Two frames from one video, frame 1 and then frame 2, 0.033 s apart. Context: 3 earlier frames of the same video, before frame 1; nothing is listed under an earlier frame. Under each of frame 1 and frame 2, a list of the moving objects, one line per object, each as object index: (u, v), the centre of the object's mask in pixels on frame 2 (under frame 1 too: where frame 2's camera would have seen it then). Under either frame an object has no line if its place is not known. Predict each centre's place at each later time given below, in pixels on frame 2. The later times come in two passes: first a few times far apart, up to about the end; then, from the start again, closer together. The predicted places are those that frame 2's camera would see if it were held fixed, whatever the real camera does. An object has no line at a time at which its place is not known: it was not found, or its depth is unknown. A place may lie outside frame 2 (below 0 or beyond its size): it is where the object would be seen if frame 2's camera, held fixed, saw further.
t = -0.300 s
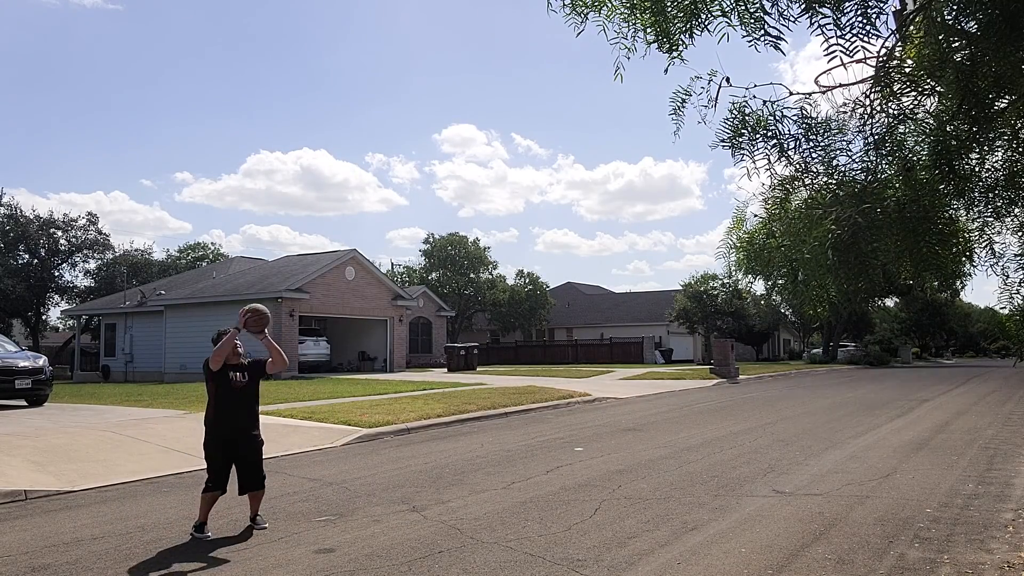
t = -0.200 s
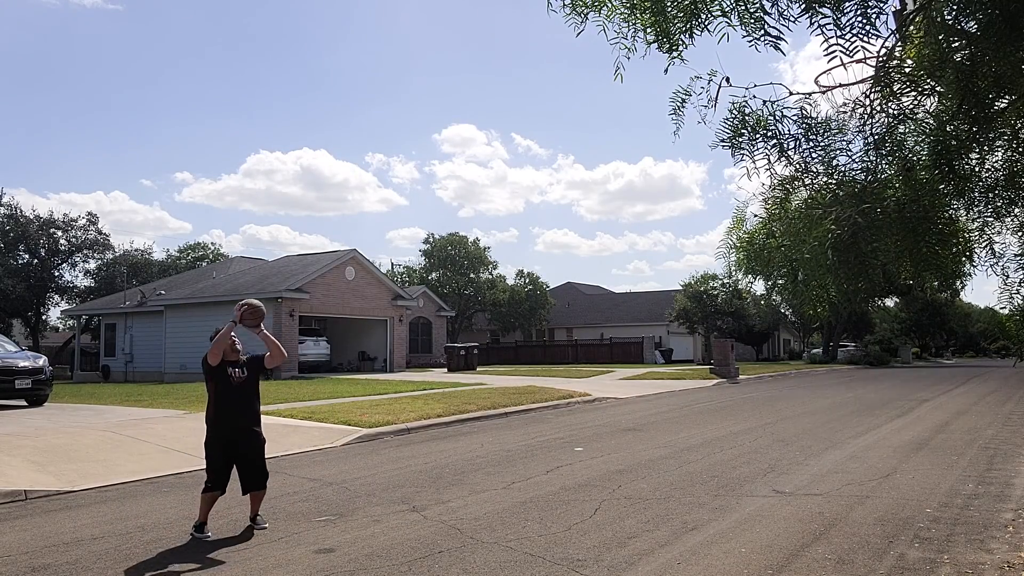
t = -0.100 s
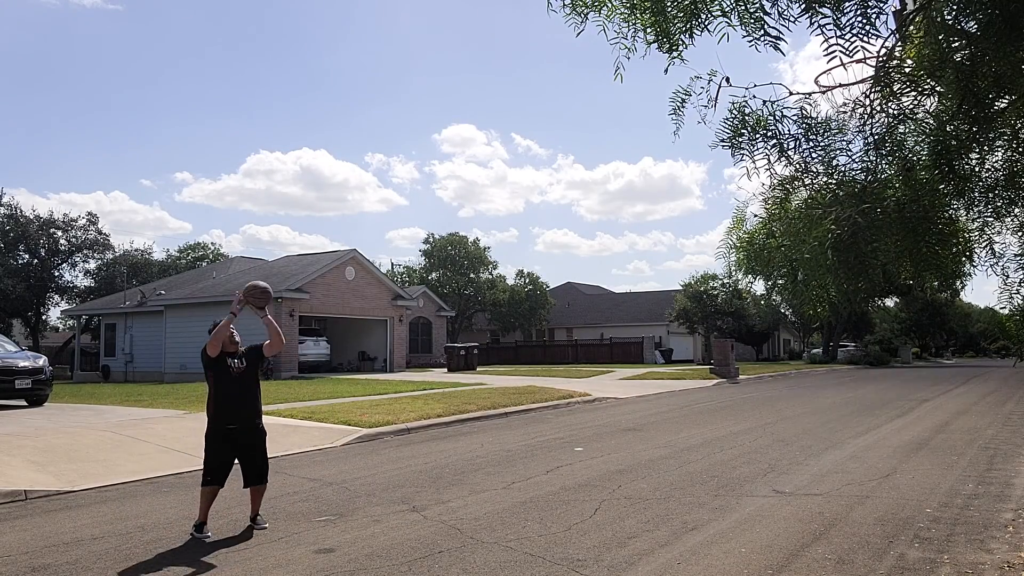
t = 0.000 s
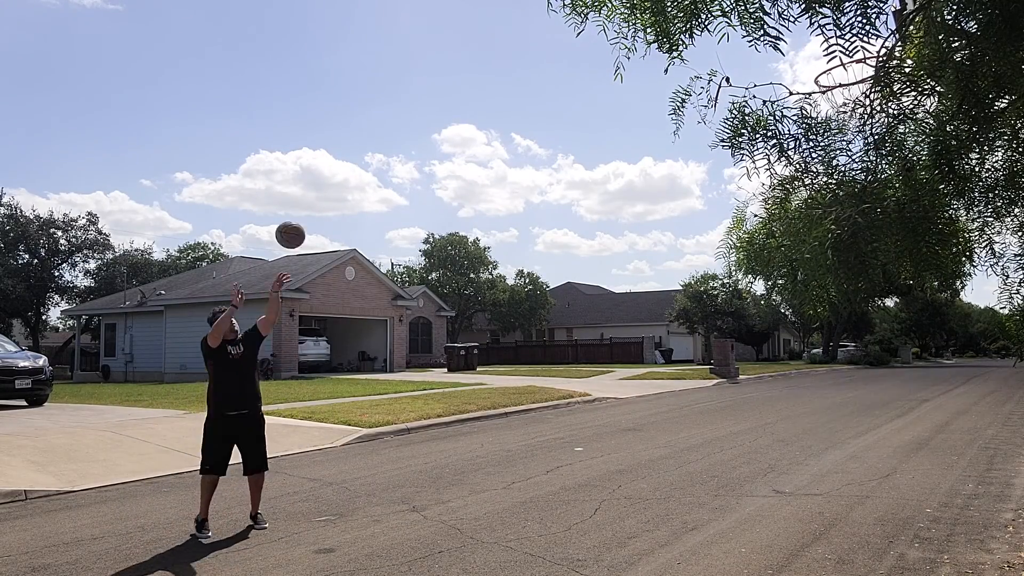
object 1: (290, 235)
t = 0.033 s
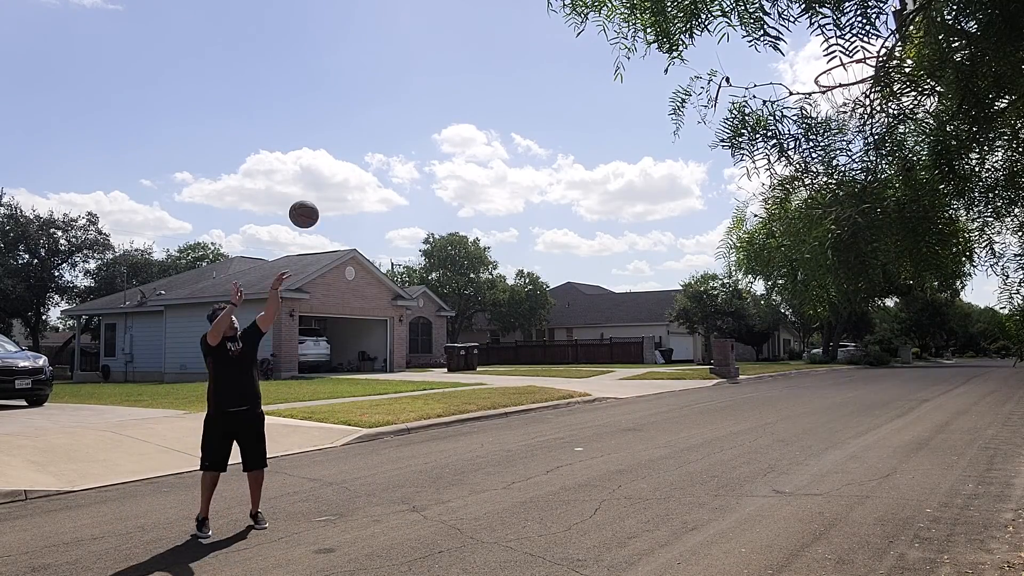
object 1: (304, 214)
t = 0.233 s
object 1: (390, 109)
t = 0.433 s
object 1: (487, 37)
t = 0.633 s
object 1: (600, 13)
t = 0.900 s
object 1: (786, 58)
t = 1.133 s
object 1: (778, 48)
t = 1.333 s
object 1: (750, 87)
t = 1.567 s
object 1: (718, 211)
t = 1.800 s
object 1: (692, 424)
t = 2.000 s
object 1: (676, 507)
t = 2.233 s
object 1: (669, 333)
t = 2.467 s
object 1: (666, 240)
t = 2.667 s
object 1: (665, 225)
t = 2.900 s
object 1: (666, 283)
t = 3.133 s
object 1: (669, 433)
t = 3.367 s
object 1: (671, 514)
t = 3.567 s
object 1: (667, 391)
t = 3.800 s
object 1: (665, 326)
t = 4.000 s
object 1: (665, 336)
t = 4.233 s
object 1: (667, 431)
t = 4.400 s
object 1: (670, 557)
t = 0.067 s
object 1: (318, 195)
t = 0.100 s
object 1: (332, 176)
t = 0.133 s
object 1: (346, 158)
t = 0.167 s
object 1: (360, 141)
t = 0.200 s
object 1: (375, 124)
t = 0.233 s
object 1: (390, 109)
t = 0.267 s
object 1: (406, 95)
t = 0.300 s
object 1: (421, 81)
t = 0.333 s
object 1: (437, 68)
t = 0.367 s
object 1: (454, 57)
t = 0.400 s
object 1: (470, 47)
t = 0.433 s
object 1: (487, 37)
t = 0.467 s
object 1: (505, 29)
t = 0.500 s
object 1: (523, 23)
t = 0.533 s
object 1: (541, 17)
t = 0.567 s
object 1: (557, 16)
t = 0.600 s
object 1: (580, 13)
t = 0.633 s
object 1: (600, 13)
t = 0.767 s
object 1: (688, 19)
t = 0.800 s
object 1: (712, 25)
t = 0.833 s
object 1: (734, 35)
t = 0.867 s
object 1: (760, 46)
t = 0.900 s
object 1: (786, 58)
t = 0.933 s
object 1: (807, 71)
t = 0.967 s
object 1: (803, 62)
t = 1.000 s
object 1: (797, 56)
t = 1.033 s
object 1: (792, 52)
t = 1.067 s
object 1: (788, 49)
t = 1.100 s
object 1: (783, 47)
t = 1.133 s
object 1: (778, 48)
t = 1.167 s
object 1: (773, 50)
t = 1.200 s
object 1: (768, 54)
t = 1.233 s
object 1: (764, 60)
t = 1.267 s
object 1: (759, 67)
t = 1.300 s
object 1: (755, 76)
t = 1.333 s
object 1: (750, 87)
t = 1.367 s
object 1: (745, 99)
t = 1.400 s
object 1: (740, 114)
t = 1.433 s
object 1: (736, 129)
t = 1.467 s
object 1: (732, 149)
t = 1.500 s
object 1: (727, 168)
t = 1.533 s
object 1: (723, 189)
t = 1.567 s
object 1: (718, 211)
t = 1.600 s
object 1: (711, 234)
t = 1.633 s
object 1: (711, 263)
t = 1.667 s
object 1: (707, 292)
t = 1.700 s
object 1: (704, 322)
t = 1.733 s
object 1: (700, 354)
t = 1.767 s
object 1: (696, 388)
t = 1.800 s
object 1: (692, 424)
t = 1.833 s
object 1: (689, 463)
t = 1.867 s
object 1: (685, 503)
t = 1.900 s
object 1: (681, 546)
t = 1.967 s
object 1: (677, 539)
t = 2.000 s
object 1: (676, 507)
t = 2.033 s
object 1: (674, 477)
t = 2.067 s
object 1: (673, 449)
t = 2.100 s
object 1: (672, 422)
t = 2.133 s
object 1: (672, 397)
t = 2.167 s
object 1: (671, 374)
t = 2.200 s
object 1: (670, 352)
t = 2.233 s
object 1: (669, 333)
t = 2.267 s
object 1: (669, 314)
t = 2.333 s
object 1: (668, 283)
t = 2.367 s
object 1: (667, 270)
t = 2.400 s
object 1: (667, 258)
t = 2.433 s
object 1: (667, 248)
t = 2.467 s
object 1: (666, 240)
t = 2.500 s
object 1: (666, 233)
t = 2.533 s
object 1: (666, 228)
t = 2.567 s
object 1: (666, 225)
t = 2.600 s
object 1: (666, 223)
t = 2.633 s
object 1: (665, 223)
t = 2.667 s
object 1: (665, 225)
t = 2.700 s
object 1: (665, 228)
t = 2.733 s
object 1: (665, 233)
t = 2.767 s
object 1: (665, 239)
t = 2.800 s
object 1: (665, 248)
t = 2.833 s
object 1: (665, 258)
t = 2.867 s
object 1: (666, 270)
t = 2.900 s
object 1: (666, 283)
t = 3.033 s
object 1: (667, 357)
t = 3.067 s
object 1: (668, 380)
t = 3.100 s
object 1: (668, 406)
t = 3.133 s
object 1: (669, 433)
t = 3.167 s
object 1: (670, 462)
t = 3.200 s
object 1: (671, 494)
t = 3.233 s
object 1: (672, 528)
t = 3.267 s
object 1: (673, 561)
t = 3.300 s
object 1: (673, 564)
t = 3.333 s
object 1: (672, 541)
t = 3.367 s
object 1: (671, 514)
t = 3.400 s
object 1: (670, 489)
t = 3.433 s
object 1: (669, 466)
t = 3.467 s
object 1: (669, 445)
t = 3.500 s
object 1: (668, 425)
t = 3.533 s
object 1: (668, 408)
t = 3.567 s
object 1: (667, 391)
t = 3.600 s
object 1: (667, 377)
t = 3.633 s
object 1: (666, 364)
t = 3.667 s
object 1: (666, 353)
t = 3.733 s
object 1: (666, 336)
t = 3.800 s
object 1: (665, 326)
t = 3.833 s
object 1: (665, 323)
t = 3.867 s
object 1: (665, 323)
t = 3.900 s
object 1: (665, 323)
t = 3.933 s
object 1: (665, 326)
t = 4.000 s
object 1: (665, 336)
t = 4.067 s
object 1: (665, 354)
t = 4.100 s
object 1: (665, 366)
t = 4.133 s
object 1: (666, 379)
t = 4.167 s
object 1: (666, 395)
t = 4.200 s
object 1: (666, 412)
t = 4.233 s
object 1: (667, 431)
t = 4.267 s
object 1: (667, 452)
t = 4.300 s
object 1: (668, 475)
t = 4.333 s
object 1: (669, 501)
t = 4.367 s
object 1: (669, 529)
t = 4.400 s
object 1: (670, 557)
